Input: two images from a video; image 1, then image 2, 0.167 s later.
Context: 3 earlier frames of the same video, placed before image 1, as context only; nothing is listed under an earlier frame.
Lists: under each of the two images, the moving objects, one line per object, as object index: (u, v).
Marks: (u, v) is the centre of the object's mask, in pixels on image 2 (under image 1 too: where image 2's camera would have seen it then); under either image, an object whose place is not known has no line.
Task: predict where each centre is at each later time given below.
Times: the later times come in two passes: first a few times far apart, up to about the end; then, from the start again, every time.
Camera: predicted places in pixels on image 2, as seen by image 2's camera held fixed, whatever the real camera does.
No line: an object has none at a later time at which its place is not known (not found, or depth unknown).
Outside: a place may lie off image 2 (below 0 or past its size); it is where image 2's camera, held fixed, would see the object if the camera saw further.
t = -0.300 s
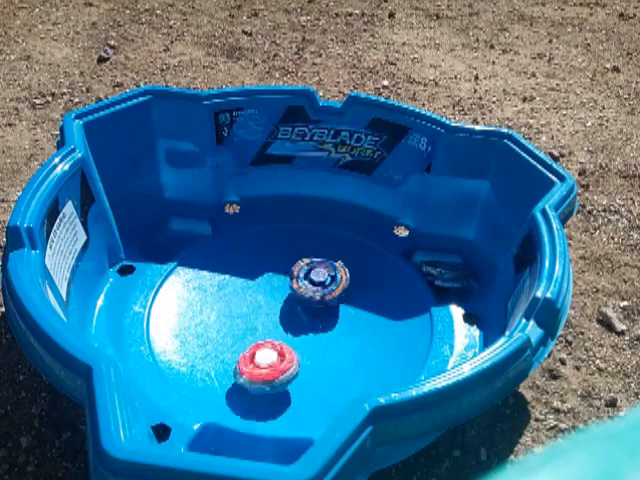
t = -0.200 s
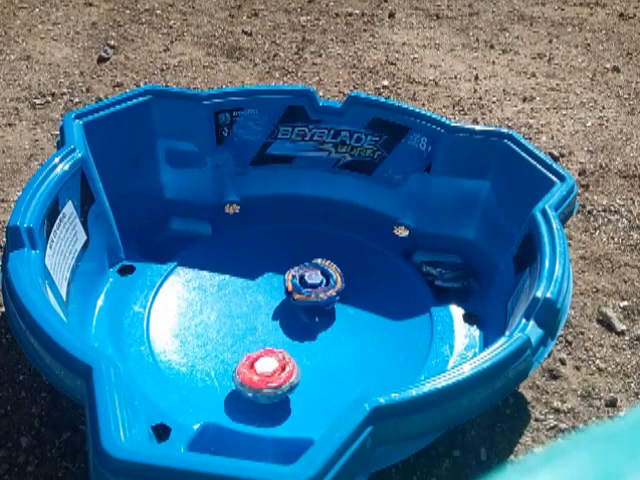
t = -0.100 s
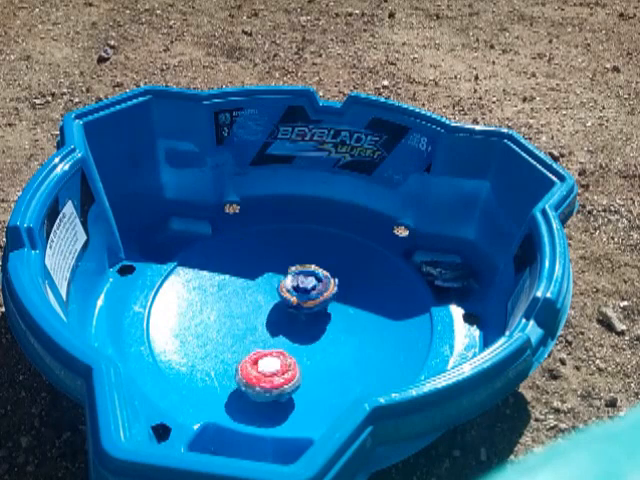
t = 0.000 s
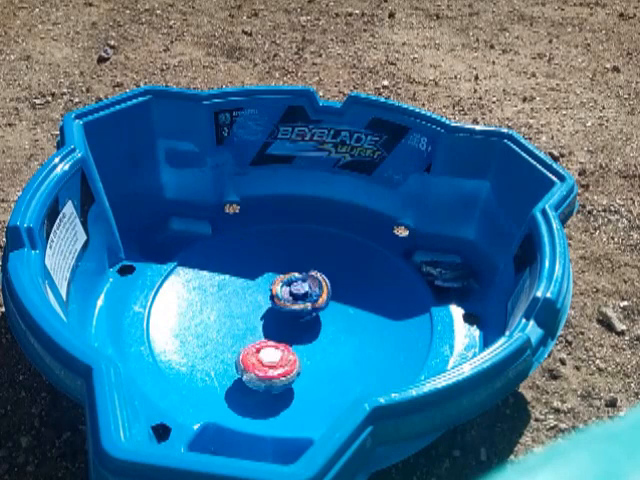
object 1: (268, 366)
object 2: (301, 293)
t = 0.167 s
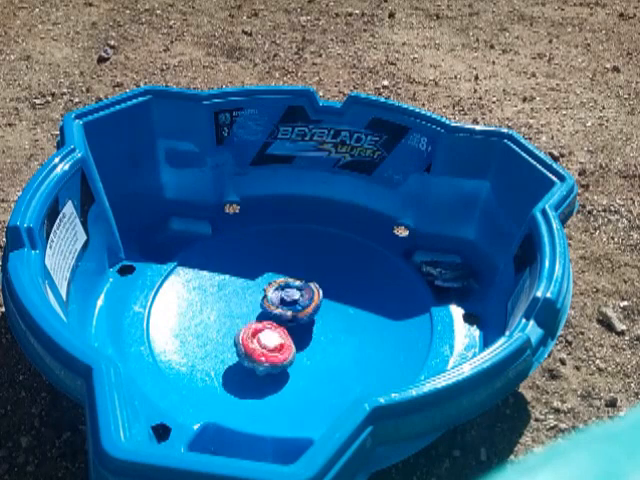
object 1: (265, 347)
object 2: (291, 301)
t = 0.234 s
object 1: (253, 348)
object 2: (294, 294)
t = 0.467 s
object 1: (252, 324)
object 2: (285, 282)
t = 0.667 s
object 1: (228, 324)
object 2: (294, 262)
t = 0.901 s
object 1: (232, 318)
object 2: (294, 250)
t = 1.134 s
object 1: (258, 305)
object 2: (296, 260)
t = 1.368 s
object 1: (245, 314)
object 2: (301, 281)
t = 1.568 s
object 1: (242, 327)
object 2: (297, 299)
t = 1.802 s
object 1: (216, 332)
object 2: (301, 311)
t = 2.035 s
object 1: (210, 321)
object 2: (308, 306)
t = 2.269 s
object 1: (233, 309)
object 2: (300, 300)
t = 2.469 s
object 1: (244, 305)
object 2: (304, 293)
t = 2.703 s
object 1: (248, 313)
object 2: (312, 289)
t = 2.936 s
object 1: (256, 319)
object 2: (309, 291)
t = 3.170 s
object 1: (253, 316)
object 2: (303, 291)
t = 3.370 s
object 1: (239, 308)
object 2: (303, 293)
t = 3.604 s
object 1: (235, 292)
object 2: (307, 299)
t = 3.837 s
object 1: (247, 295)
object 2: (314, 300)
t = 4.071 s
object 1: (248, 283)
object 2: (310, 304)
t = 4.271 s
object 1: (249, 283)
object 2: (314, 308)
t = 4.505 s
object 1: (250, 285)
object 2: (314, 308)
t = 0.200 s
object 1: (257, 350)
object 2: (295, 295)
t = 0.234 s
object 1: (253, 348)
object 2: (294, 294)
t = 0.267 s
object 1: (252, 345)
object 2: (292, 293)
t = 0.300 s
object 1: (253, 341)
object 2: (291, 292)
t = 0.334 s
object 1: (253, 337)
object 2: (289, 289)
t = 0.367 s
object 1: (254, 332)
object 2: (287, 289)
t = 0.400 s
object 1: (256, 328)
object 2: (285, 288)
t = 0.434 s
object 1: (253, 327)
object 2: (286, 286)
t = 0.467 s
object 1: (252, 324)
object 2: (285, 282)
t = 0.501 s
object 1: (254, 319)
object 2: (284, 281)
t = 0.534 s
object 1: (253, 317)
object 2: (283, 279)
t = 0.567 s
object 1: (253, 315)
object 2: (283, 276)
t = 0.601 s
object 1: (241, 321)
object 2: (290, 269)
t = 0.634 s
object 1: (232, 324)
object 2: (293, 264)
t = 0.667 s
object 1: (228, 324)
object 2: (294, 262)
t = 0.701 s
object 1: (227, 325)
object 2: (294, 258)
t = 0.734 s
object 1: (226, 325)
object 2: (294, 257)
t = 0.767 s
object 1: (226, 324)
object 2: (294, 253)
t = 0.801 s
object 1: (227, 324)
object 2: (295, 252)
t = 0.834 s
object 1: (228, 322)
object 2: (294, 251)
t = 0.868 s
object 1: (230, 321)
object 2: (295, 250)
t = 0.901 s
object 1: (232, 318)
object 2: (294, 250)
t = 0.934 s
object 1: (235, 316)
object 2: (295, 251)
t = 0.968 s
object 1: (238, 315)
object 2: (295, 251)
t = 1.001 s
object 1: (240, 313)
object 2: (296, 253)
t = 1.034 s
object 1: (245, 311)
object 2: (295, 254)
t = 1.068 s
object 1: (248, 309)
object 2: (296, 256)
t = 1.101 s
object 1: (253, 307)
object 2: (296, 258)
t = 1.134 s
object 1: (258, 305)
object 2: (296, 260)
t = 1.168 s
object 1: (263, 303)
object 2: (295, 262)
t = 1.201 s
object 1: (265, 301)
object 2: (298, 264)
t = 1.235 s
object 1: (257, 308)
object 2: (300, 266)
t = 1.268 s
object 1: (250, 309)
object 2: (302, 269)
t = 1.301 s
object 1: (245, 310)
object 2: (302, 273)
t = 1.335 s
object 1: (245, 312)
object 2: (302, 276)
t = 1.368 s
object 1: (245, 314)
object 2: (301, 281)
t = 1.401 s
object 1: (245, 317)
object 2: (300, 283)
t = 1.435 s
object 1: (246, 319)
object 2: (301, 286)
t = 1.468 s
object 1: (246, 320)
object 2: (299, 289)
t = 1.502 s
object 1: (247, 323)
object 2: (297, 294)
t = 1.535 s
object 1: (245, 325)
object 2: (297, 296)
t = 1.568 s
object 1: (242, 327)
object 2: (297, 299)
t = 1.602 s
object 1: (242, 328)
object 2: (295, 301)
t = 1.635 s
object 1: (240, 330)
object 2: (295, 303)
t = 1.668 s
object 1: (239, 330)
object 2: (294, 307)
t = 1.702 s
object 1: (237, 331)
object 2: (293, 309)
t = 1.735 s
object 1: (234, 331)
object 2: (294, 310)
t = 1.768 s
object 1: (221, 333)
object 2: (299, 310)
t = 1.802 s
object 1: (216, 332)
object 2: (301, 311)
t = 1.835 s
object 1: (214, 332)
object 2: (304, 310)
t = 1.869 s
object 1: (211, 331)
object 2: (305, 311)
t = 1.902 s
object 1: (209, 330)
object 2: (306, 310)
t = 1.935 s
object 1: (208, 328)
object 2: (308, 309)
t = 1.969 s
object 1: (208, 325)
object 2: (308, 309)
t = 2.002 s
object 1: (209, 324)
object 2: (308, 308)
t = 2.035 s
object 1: (210, 321)
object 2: (308, 306)
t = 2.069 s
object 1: (213, 319)
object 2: (306, 306)
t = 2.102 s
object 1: (216, 317)
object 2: (306, 303)
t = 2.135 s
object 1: (220, 315)
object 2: (304, 304)
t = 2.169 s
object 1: (224, 313)
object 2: (302, 303)
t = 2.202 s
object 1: (229, 312)
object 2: (300, 303)
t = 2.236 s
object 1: (234, 311)
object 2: (297, 302)
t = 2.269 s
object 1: (233, 309)
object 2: (300, 300)
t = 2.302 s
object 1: (227, 306)
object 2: (303, 299)
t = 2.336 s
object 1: (227, 304)
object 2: (303, 298)
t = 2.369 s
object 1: (232, 303)
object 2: (304, 296)
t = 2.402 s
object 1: (237, 304)
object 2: (305, 296)
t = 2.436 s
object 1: (240, 304)
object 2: (304, 295)
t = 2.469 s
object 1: (244, 305)
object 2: (304, 293)
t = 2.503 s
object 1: (241, 306)
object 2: (309, 293)
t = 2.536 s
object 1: (240, 306)
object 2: (310, 293)
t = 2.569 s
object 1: (242, 307)
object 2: (310, 292)
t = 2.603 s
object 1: (243, 309)
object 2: (311, 291)
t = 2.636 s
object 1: (244, 311)
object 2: (312, 292)
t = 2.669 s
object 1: (246, 311)
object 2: (311, 291)
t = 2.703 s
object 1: (248, 313)
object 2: (312, 289)
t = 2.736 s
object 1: (250, 314)
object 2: (312, 292)
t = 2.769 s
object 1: (252, 315)
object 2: (309, 293)
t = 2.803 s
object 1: (255, 316)
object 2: (308, 292)
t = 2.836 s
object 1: (258, 317)
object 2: (309, 293)
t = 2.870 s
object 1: (258, 317)
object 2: (309, 291)
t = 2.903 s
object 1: (256, 318)
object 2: (309, 291)
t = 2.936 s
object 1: (256, 319)
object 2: (309, 291)
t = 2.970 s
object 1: (257, 320)
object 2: (308, 291)
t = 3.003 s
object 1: (255, 321)
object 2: (307, 291)
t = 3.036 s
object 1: (254, 320)
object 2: (307, 291)
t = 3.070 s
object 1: (255, 320)
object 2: (306, 291)
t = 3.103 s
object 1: (255, 321)
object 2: (305, 291)
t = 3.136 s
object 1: (254, 318)
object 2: (304, 290)
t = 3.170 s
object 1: (253, 316)
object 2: (303, 291)
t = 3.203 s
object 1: (244, 314)
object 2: (305, 291)
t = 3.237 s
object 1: (240, 312)
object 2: (306, 292)
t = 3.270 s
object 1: (240, 311)
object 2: (305, 292)
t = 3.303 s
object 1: (241, 311)
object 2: (304, 291)
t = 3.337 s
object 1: (239, 310)
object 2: (304, 292)
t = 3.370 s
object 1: (239, 308)
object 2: (303, 293)
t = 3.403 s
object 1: (240, 306)
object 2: (301, 292)
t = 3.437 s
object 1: (242, 305)
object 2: (300, 291)
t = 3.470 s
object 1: (242, 305)
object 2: (303, 293)
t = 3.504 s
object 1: (241, 303)
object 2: (304, 295)
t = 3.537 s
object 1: (241, 299)
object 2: (304, 297)
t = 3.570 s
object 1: (235, 296)
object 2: (306, 299)
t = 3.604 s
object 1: (235, 292)
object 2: (307, 299)
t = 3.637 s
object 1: (237, 291)
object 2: (309, 298)
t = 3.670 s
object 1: (241, 291)
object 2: (310, 297)
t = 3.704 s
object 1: (244, 294)
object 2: (312, 298)
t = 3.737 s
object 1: (245, 296)
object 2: (312, 298)
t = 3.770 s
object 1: (247, 296)
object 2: (313, 299)
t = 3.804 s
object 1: (249, 297)
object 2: (311, 299)
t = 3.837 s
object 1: (247, 295)
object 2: (314, 300)
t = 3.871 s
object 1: (245, 294)
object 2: (314, 303)
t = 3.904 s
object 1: (244, 292)
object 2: (314, 304)
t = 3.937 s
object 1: (245, 291)
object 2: (311, 304)
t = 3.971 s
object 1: (246, 291)
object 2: (309, 302)
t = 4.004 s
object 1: (250, 289)
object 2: (307, 301)
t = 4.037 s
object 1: (249, 286)
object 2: (307, 304)
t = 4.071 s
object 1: (248, 283)
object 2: (310, 304)
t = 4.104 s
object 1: (246, 282)
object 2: (312, 304)
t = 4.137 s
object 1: (246, 282)
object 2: (314, 305)
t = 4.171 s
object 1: (247, 282)
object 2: (314, 307)
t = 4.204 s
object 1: (248, 282)
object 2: (314, 307)
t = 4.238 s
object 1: (249, 283)
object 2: (314, 308)
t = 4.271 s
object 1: (249, 283)
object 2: (314, 308)
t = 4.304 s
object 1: (250, 283)
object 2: (314, 308)
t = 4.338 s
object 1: (250, 284)
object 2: (314, 308)
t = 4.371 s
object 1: (250, 285)
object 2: (314, 308)
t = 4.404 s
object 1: (249, 286)
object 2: (314, 308)
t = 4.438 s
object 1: (249, 286)
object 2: (314, 308)
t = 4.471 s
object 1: (250, 286)
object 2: (314, 308)
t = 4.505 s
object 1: (250, 285)
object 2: (314, 308)
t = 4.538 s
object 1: (250, 285)
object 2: (314, 308)
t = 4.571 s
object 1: (250, 286)
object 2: (314, 308)
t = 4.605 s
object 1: (250, 286)
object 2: (314, 308)
